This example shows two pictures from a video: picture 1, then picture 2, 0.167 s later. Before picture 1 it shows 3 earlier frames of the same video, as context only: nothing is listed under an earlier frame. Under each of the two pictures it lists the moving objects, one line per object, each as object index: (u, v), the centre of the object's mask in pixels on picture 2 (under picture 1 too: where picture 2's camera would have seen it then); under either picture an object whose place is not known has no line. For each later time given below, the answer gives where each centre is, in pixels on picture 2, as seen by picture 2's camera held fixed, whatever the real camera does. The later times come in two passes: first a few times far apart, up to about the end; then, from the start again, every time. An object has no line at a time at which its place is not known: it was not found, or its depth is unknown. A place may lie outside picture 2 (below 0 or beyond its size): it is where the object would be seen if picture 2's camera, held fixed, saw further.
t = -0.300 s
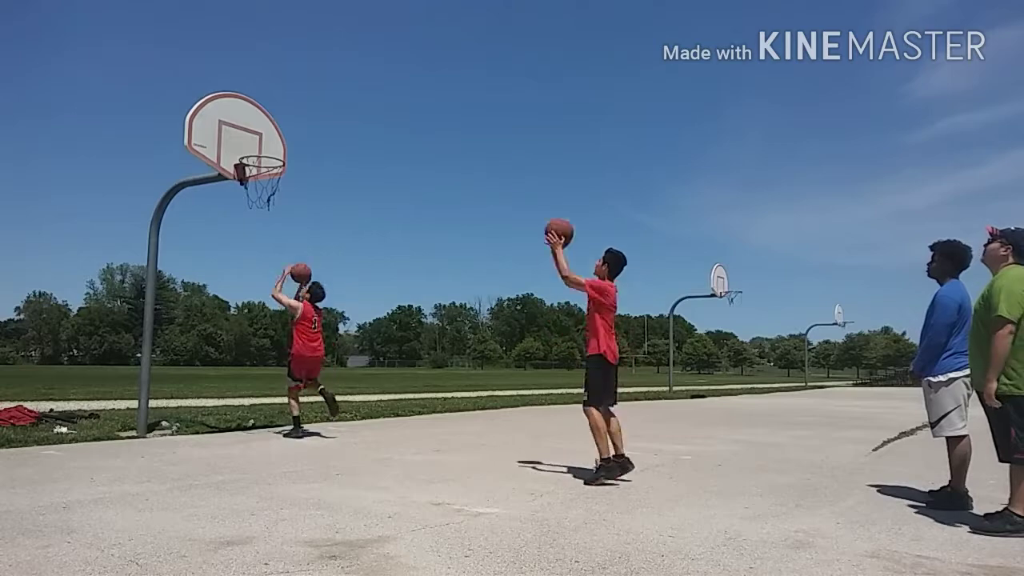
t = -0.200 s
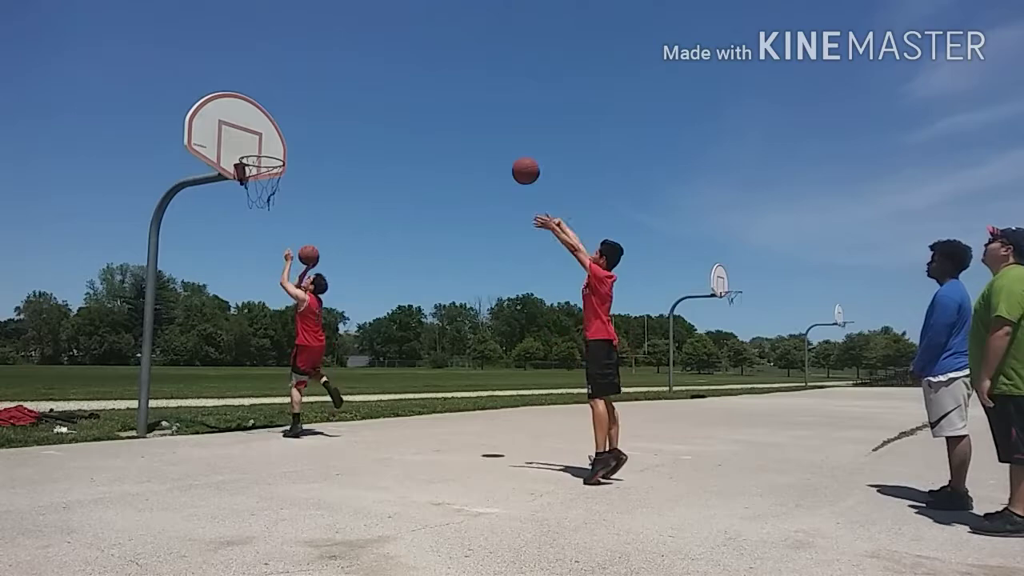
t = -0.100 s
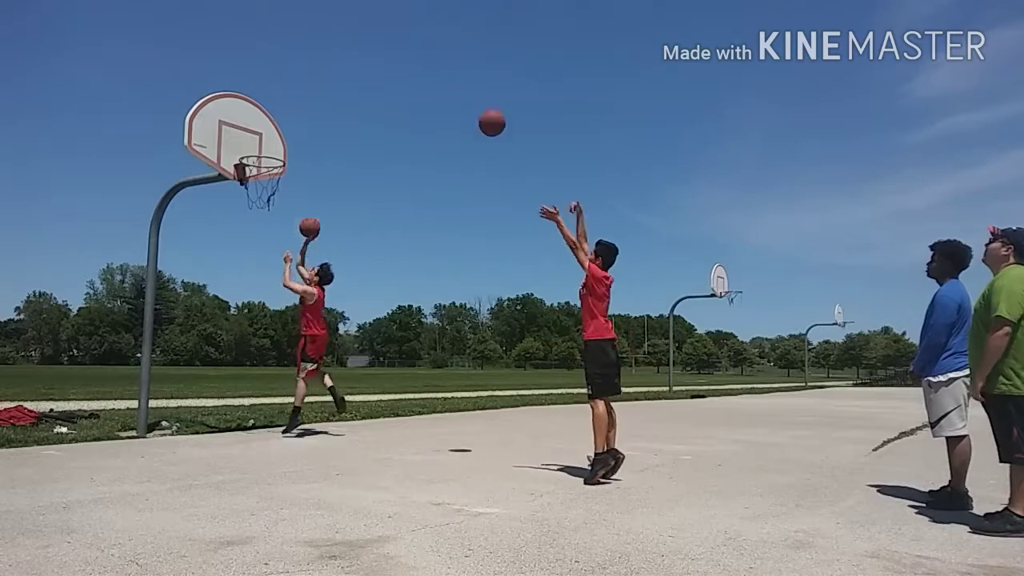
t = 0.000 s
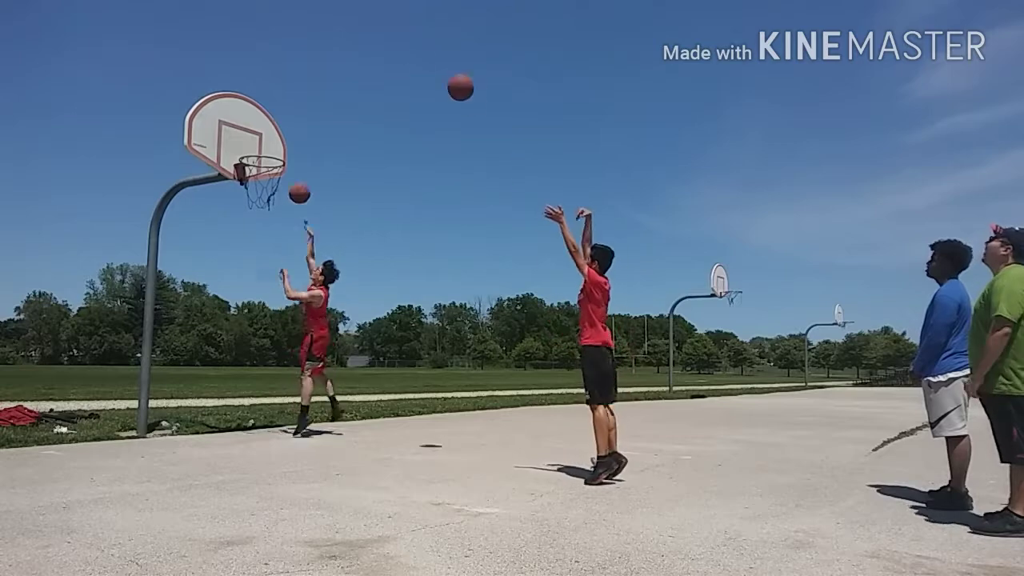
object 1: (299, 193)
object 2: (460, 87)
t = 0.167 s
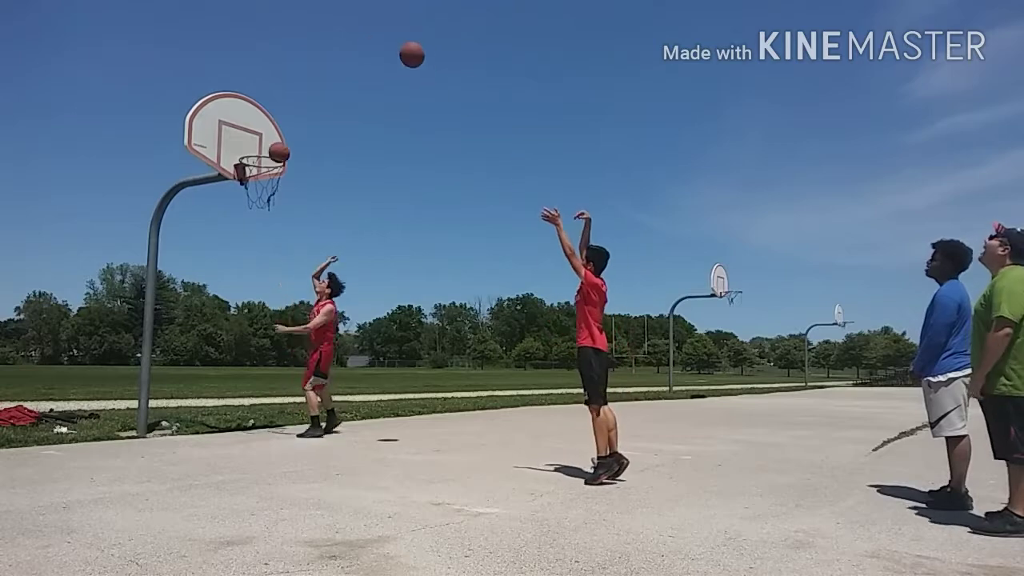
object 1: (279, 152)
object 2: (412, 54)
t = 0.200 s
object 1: (275, 147)
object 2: (403, 51)
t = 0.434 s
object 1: (247, 134)
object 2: (343, 62)
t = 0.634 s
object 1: (247, 143)
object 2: (296, 109)
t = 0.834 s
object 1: (252, 124)
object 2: (271, 153)
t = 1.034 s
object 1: (243, 120)
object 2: (264, 187)
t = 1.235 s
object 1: (257, 155)
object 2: (255, 199)
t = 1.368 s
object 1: (268, 183)
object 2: (250, 218)
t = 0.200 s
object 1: (275, 147)
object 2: (403, 51)
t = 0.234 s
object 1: (271, 142)
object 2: (394, 50)
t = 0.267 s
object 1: (266, 138)
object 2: (385, 49)
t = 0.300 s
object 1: (261, 135)
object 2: (376, 49)
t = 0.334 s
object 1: (257, 133)
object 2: (368, 51)
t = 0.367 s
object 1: (253, 132)
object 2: (360, 53)
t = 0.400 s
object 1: (248, 132)
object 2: (351, 57)
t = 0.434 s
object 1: (247, 134)
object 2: (343, 62)
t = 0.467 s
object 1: (246, 136)
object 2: (335, 68)
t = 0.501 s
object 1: (245, 139)
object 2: (327, 74)
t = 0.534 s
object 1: (244, 144)
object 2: (319, 81)
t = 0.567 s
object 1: (243, 149)
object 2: (311, 90)
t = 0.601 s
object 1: (244, 148)
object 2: (304, 99)
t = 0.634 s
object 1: (247, 143)
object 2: (296, 109)
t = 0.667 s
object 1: (250, 139)
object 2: (289, 120)
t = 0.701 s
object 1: (253, 136)
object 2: (282, 132)
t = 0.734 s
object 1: (255, 134)
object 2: (274, 145)
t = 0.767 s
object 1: (257, 132)
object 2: (269, 148)
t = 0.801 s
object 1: (255, 128)
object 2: (270, 150)
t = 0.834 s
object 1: (252, 124)
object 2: (271, 153)
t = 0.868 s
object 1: (249, 121)
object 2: (270, 156)
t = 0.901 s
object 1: (246, 119)
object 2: (269, 161)
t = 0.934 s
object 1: (243, 117)
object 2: (267, 166)
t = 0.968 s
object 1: (239, 117)
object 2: (266, 171)
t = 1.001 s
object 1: (241, 118)
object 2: (265, 178)
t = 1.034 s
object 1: (243, 120)
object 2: (264, 187)
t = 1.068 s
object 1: (246, 124)
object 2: (262, 189)
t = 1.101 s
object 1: (248, 128)
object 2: (259, 193)
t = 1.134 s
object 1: (251, 133)
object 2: (258, 195)
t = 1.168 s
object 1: (253, 139)
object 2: (257, 195)
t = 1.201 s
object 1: (255, 146)
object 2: (255, 196)
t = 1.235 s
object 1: (257, 155)
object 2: (255, 199)
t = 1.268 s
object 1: (260, 162)
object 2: (254, 202)
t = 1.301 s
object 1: (263, 168)
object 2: (252, 207)
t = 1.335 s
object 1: (266, 176)
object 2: (251, 212)
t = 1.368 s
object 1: (268, 183)
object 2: (250, 218)
